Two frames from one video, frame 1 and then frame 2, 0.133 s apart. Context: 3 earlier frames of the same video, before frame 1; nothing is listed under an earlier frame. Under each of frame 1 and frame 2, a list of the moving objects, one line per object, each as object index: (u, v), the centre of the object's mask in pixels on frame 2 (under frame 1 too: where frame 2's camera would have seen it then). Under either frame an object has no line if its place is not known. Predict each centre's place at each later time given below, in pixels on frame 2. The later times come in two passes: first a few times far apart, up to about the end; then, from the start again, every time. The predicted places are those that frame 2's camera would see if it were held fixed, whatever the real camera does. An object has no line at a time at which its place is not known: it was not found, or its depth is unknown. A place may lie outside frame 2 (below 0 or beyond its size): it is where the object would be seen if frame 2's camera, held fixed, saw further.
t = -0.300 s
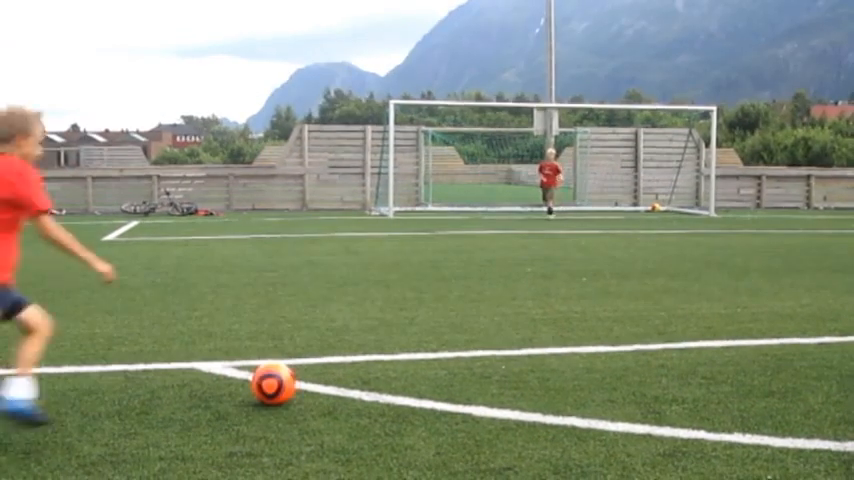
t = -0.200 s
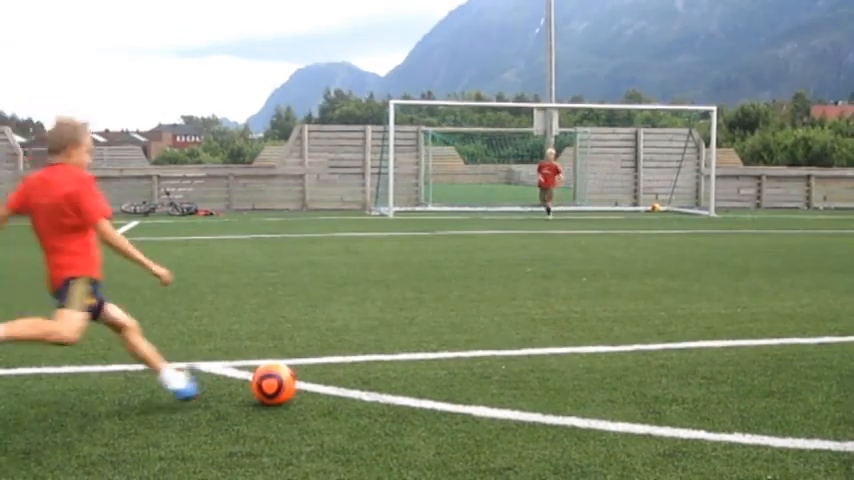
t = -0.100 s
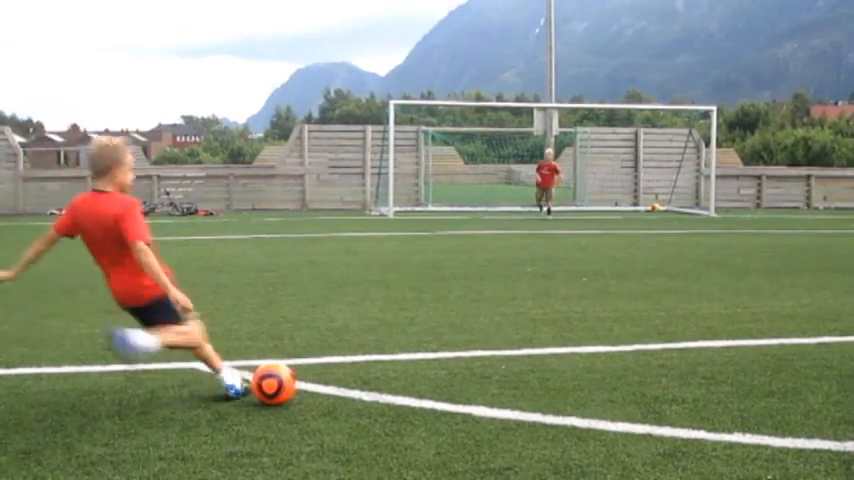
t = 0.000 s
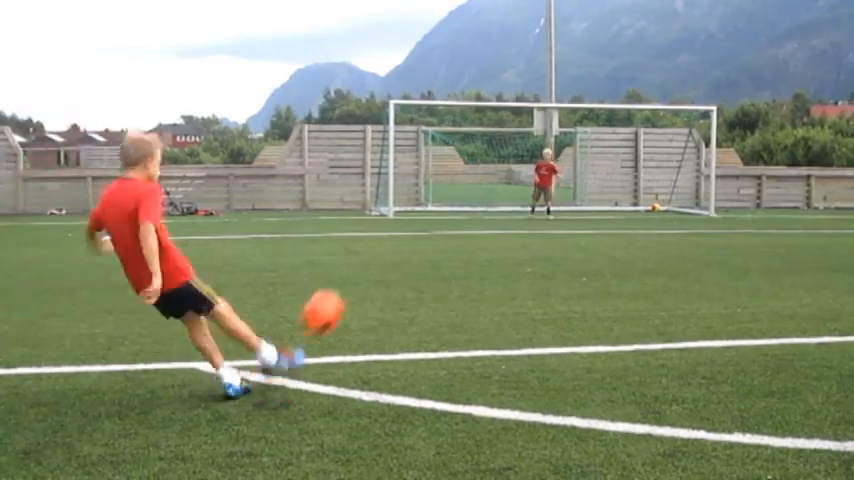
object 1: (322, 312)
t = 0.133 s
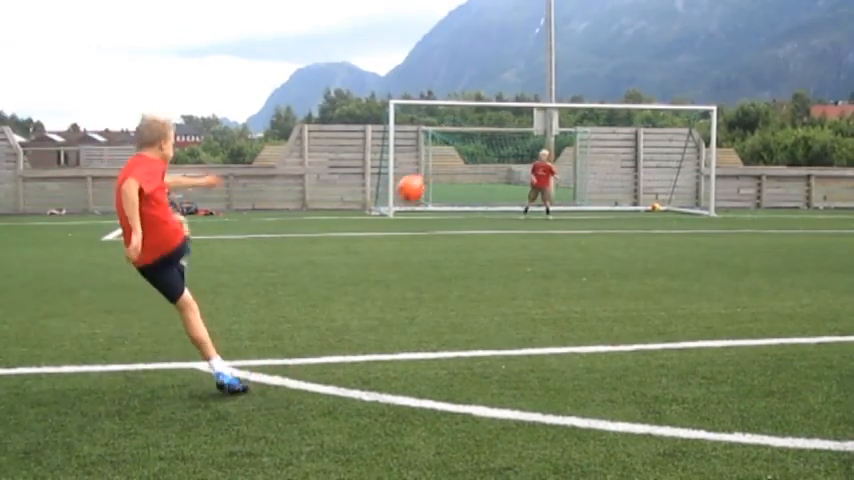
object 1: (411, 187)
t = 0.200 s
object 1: (435, 155)
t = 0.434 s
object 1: (480, 104)
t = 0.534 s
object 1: (490, 98)
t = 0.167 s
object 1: (424, 170)
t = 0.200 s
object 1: (435, 155)
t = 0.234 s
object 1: (445, 143)
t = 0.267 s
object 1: (453, 134)
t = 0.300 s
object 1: (460, 124)
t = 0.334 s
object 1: (465, 118)
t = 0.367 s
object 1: (471, 113)
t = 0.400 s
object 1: (476, 109)
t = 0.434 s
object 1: (480, 104)
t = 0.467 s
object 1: (483, 102)
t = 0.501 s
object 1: (487, 100)
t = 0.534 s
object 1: (490, 98)
